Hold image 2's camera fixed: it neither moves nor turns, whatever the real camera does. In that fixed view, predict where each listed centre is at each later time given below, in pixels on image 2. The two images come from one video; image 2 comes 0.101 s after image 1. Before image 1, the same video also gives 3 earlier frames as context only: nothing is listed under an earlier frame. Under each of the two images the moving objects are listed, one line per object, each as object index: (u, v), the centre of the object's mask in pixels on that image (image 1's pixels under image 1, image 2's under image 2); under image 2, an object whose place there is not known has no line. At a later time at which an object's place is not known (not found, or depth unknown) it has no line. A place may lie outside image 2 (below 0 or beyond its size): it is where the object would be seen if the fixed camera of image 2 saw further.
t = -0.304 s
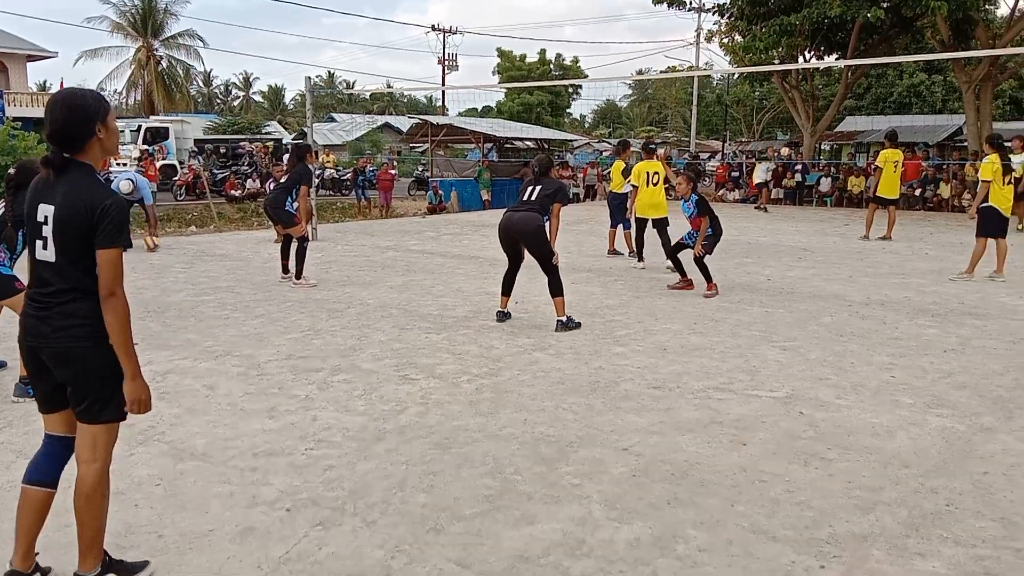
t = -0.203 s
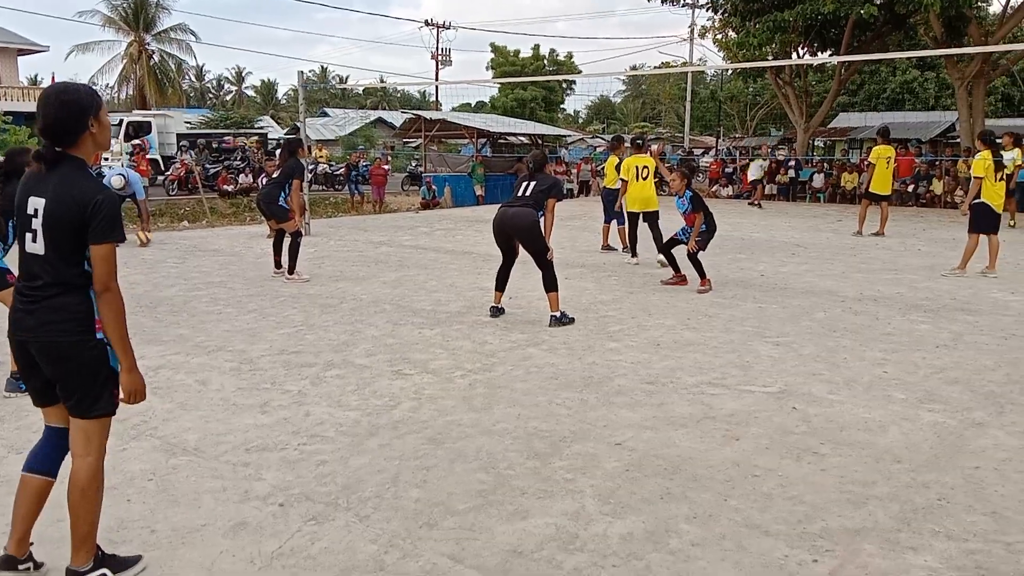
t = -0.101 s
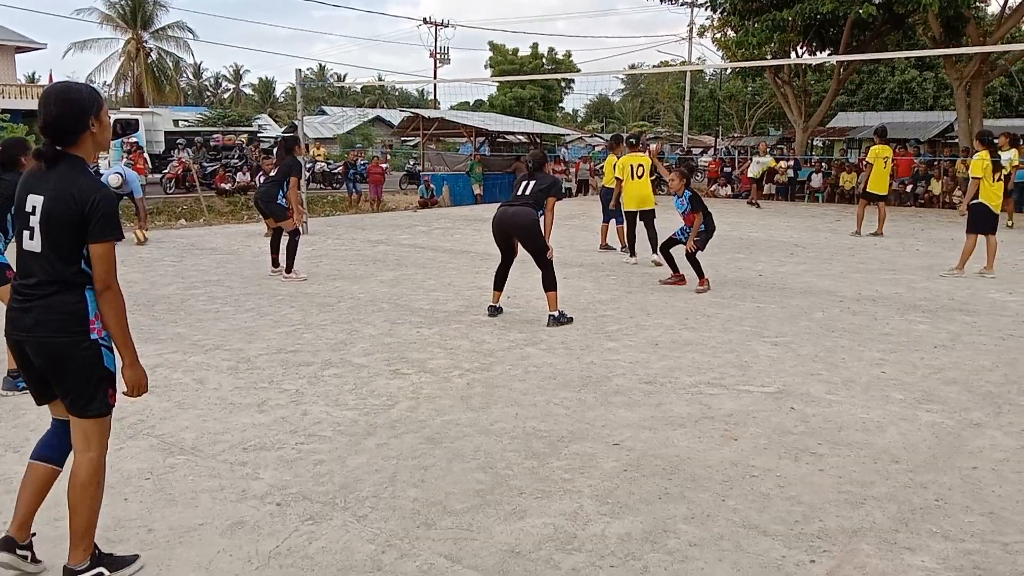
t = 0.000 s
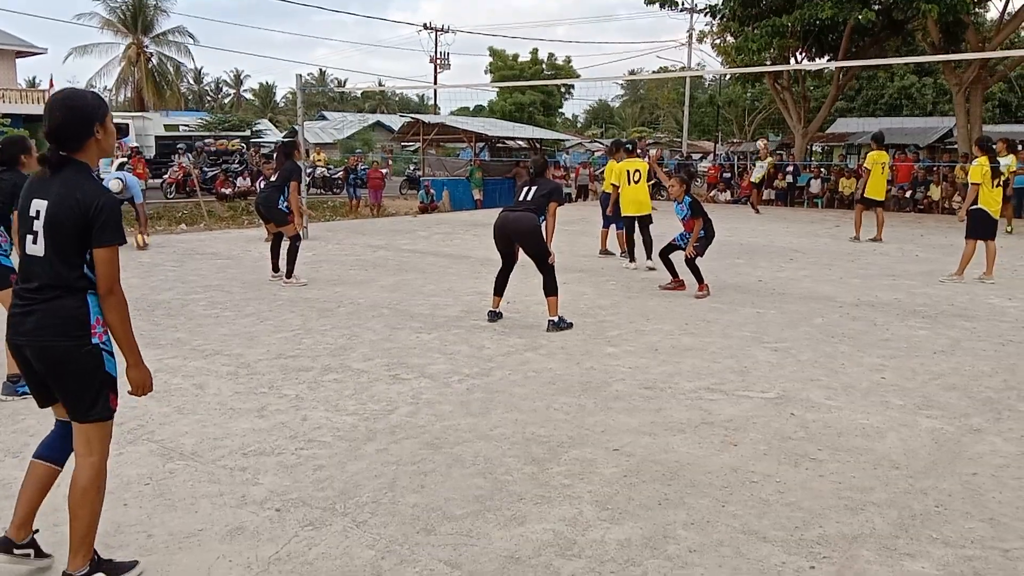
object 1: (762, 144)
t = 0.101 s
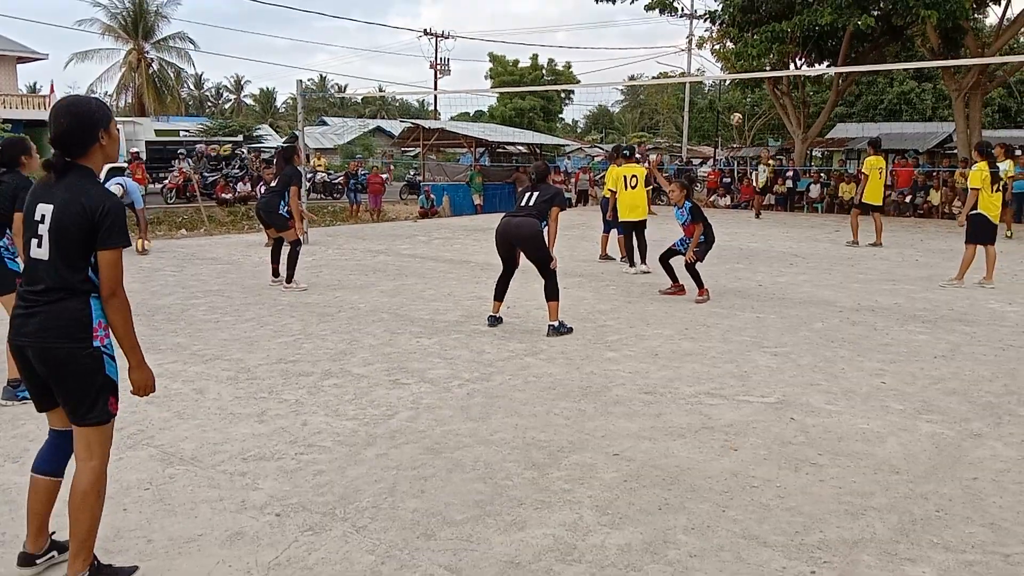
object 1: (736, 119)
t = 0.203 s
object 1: (708, 89)
